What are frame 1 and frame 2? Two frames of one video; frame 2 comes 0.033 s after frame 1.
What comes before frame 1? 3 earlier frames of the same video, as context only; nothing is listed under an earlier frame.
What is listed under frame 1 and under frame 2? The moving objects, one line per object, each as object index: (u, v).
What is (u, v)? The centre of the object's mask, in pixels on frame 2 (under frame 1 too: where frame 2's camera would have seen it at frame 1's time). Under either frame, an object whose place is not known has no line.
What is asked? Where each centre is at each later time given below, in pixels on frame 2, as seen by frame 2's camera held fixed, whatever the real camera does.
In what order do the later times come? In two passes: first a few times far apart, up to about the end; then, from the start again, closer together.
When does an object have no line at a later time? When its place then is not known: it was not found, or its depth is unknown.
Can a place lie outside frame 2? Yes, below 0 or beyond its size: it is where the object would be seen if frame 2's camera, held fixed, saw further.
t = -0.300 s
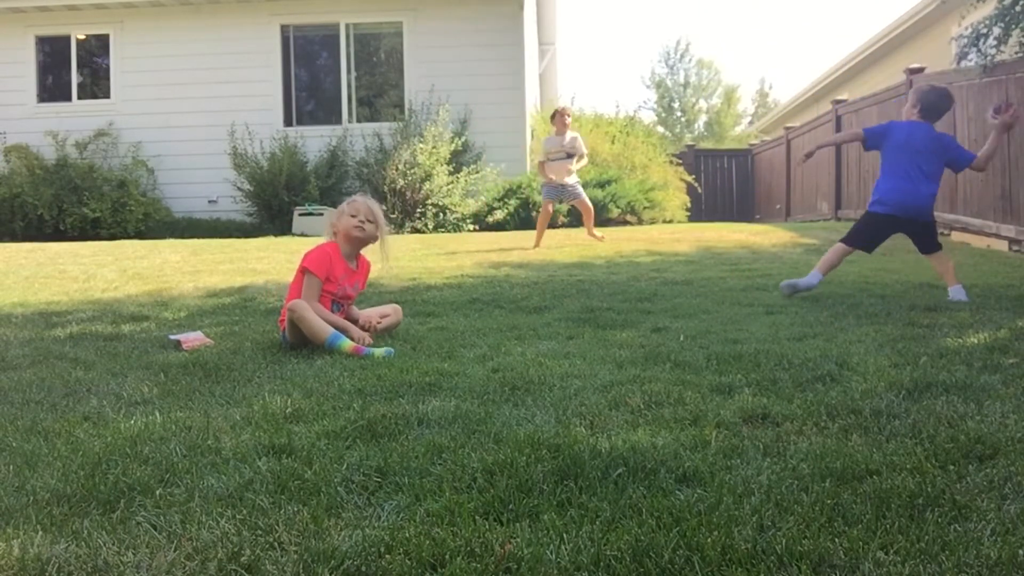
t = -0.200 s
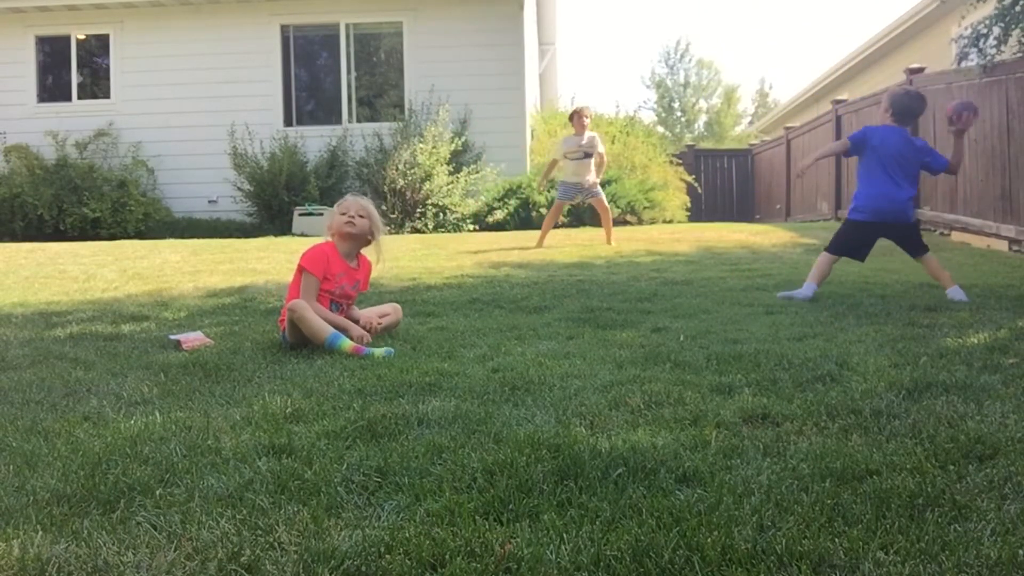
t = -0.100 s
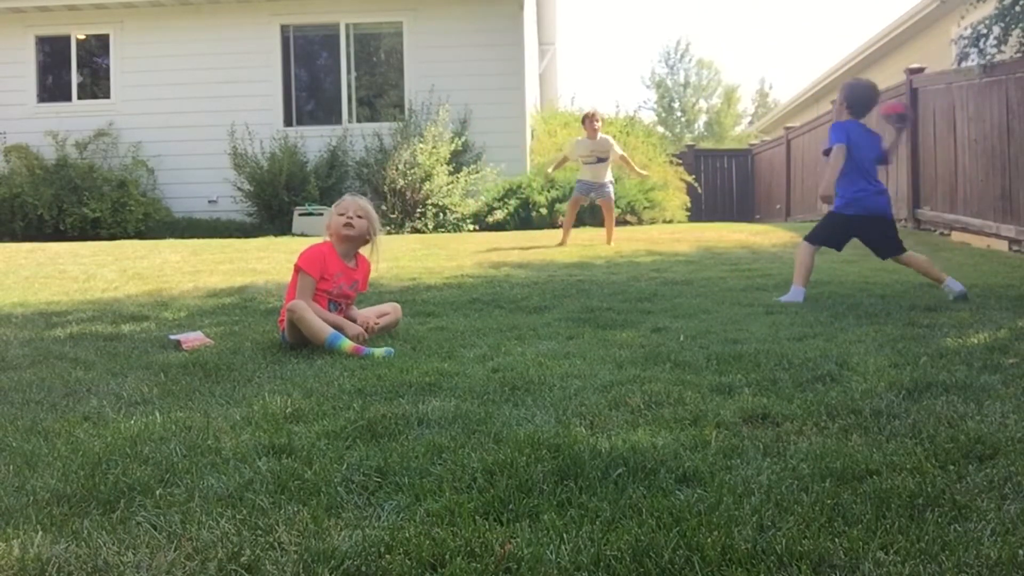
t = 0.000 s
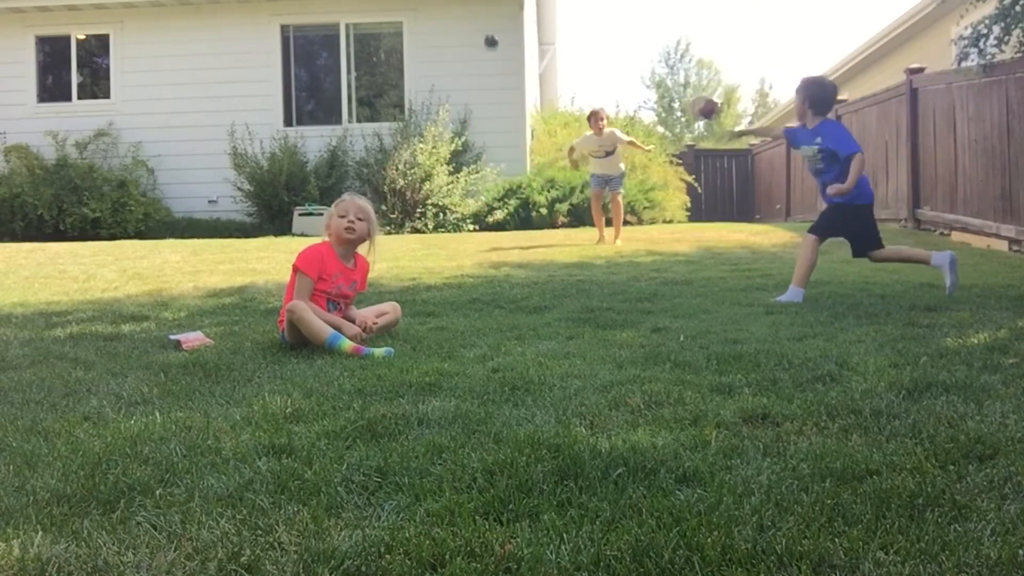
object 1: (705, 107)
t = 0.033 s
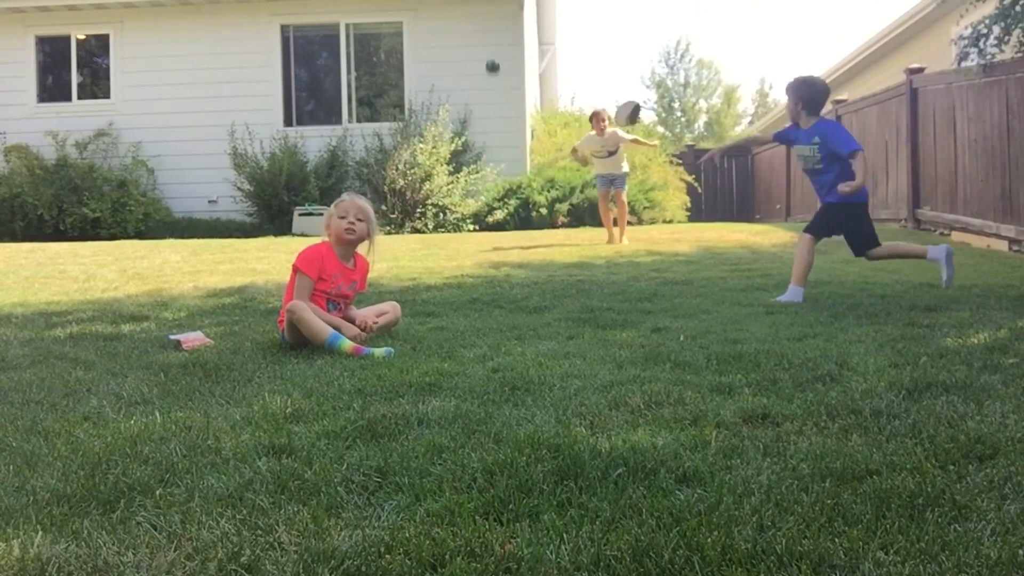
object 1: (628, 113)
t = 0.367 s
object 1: (313, 233)
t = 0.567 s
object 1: (301, 178)
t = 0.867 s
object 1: (290, 190)
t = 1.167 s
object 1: (274, 220)
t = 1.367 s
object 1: (252, 205)
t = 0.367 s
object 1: (313, 233)
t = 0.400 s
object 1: (310, 220)
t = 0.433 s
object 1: (310, 208)
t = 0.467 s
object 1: (307, 198)
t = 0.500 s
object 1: (305, 190)
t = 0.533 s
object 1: (303, 184)
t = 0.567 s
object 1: (301, 178)
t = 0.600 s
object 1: (300, 175)
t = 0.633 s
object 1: (297, 171)
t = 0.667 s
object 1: (296, 171)
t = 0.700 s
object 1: (295, 171)
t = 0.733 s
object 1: (293, 172)
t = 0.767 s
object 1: (292, 176)
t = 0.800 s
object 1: (291, 179)
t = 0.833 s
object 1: (290, 184)
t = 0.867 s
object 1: (290, 190)
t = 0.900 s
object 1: (289, 196)
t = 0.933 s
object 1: (288, 205)
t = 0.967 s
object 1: (286, 213)
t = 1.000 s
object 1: (287, 223)
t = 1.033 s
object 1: (285, 233)
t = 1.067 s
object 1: (284, 237)
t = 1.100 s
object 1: (280, 232)
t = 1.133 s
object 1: (277, 226)
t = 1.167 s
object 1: (274, 220)
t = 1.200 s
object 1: (270, 214)
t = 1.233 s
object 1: (266, 210)
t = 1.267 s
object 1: (263, 208)
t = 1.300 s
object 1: (259, 206)
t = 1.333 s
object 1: (256, 205)
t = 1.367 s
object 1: (252, 205)
